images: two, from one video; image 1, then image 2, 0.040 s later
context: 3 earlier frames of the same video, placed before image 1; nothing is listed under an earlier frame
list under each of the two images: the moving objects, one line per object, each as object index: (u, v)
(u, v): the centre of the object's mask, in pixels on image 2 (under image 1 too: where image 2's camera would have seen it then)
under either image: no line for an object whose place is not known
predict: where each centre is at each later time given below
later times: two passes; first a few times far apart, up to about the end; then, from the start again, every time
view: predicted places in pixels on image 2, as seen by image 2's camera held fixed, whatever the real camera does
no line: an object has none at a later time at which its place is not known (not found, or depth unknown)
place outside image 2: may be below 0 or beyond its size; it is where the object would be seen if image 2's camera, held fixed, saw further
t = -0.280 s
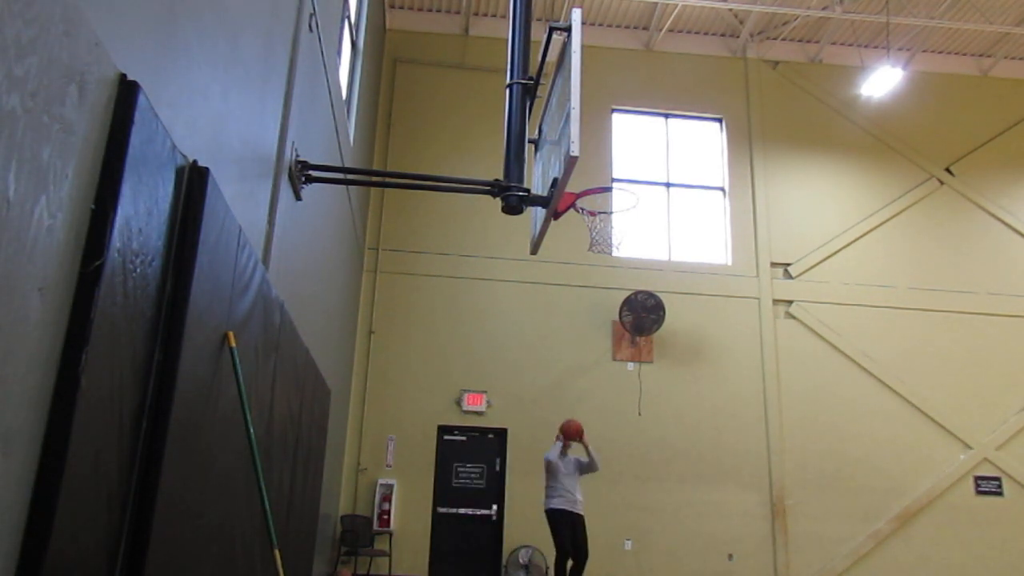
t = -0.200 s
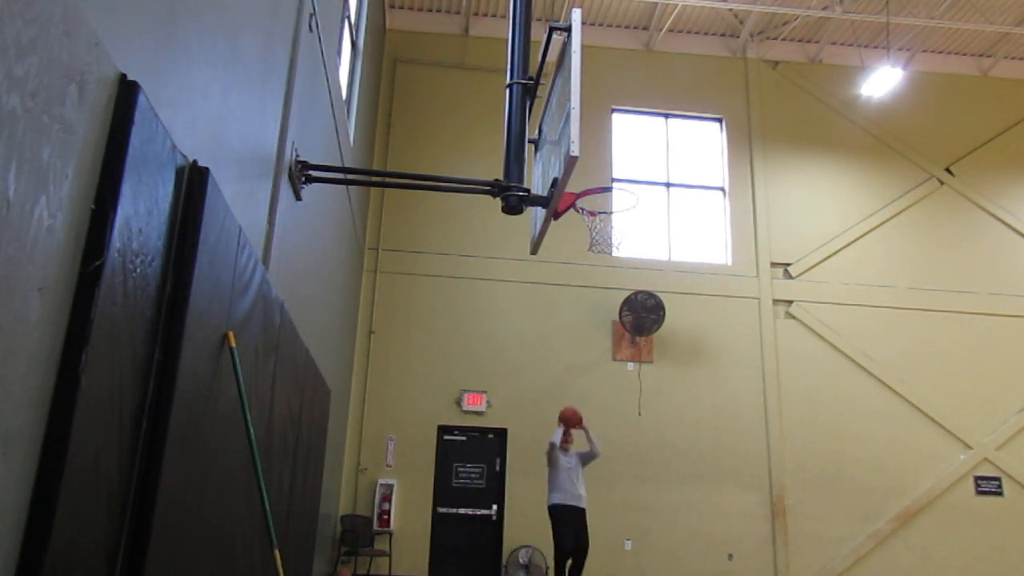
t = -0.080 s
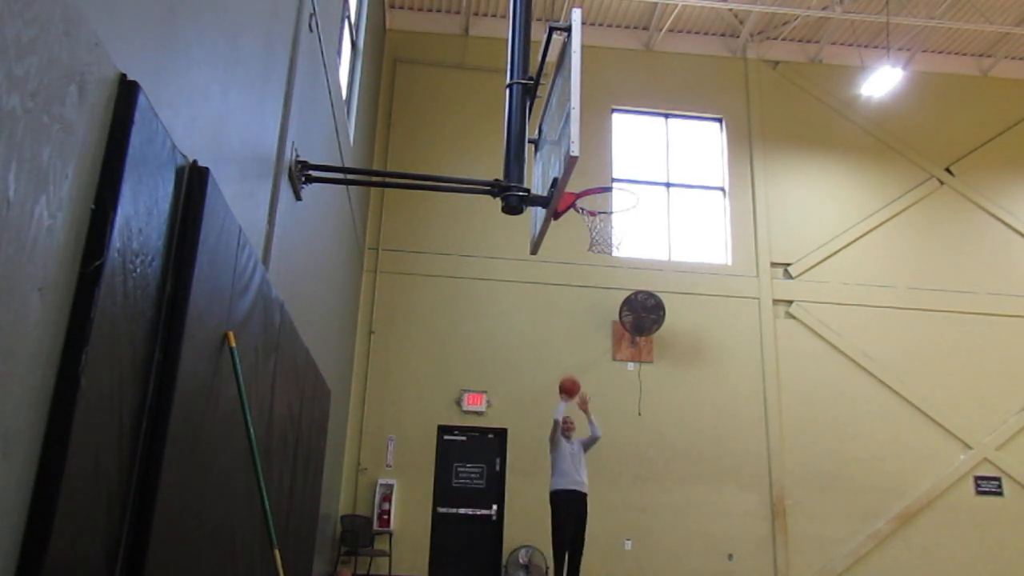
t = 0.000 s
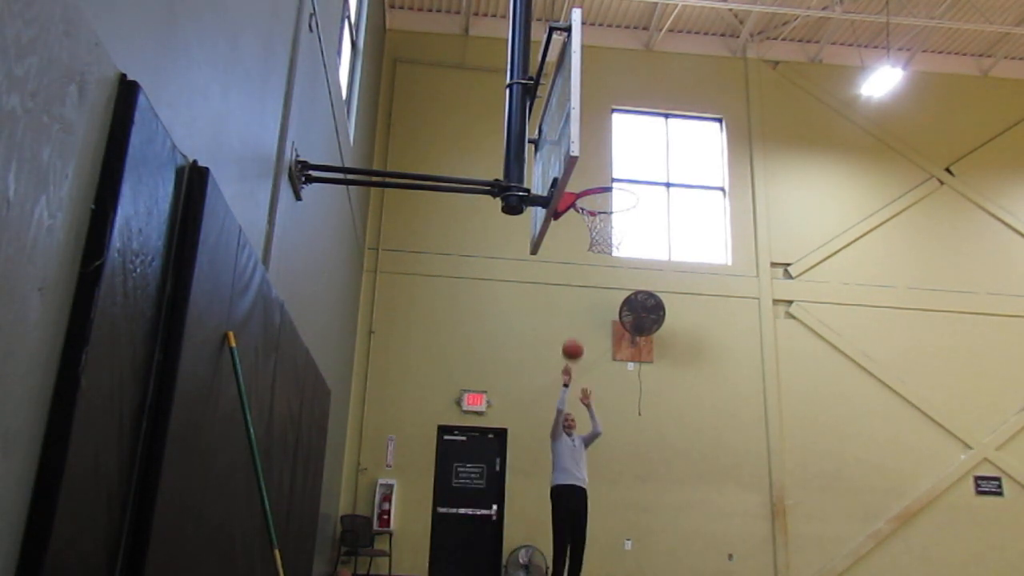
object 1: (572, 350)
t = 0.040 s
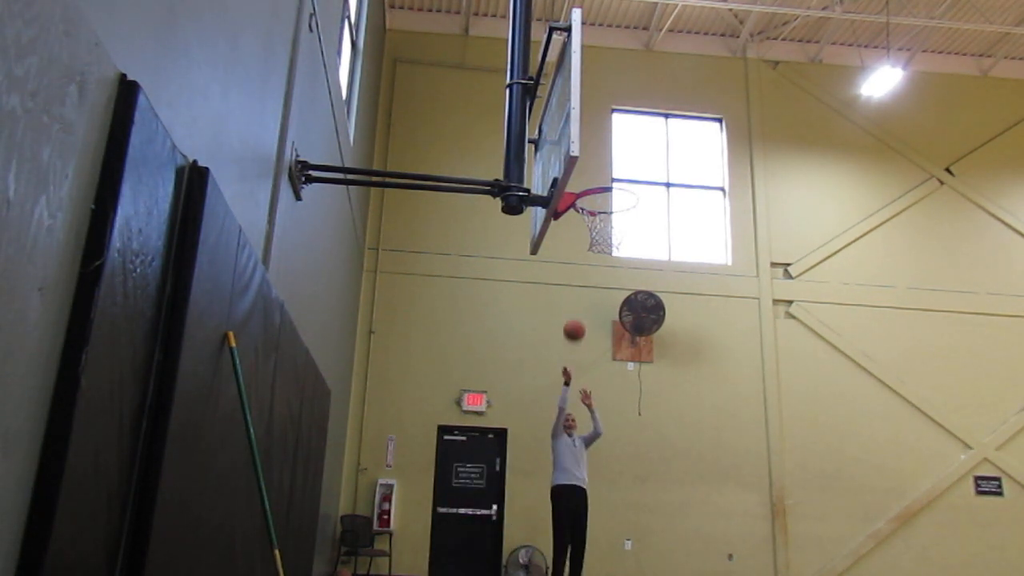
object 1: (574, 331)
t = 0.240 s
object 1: (581, 250)
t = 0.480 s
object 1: (590, 187)
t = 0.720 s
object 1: (601, 177)
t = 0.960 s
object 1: (610, 217)
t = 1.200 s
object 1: (598, 229)
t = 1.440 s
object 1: (599, 295)
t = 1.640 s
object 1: (601, 401)
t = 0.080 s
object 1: (576, 313)
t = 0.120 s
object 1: (577, 295)
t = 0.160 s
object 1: (578, 279)
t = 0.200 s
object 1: (580, 264)
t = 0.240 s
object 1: (581, 250)
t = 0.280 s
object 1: (581, 236)
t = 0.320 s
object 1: (580, 227)
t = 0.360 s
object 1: (587, 215)
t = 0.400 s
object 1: (592, 205)
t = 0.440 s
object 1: (589, 196)
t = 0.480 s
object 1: (590, 187)
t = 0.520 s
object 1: (592, 180)
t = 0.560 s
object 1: (594, 178)
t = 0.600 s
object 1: (596, 176)
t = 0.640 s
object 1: (598, 175)
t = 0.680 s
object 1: (599, 175)
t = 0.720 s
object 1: (601, 177)
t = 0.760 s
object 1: (604, 179)
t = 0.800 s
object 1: (605, 188)
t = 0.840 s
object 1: (608, 196)
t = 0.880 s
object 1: (609, 207)
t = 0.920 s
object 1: (611, 217)
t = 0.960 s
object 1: (610, 217)
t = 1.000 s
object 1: (607, 214)
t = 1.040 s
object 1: (606, 213)
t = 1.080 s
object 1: (603, 214)
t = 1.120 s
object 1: (601, 217)
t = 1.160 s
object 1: (600, 223)
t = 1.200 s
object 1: (598, 229)
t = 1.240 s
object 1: (597, 236)
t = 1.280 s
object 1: (597, 245)
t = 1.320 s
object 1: (598, 256)
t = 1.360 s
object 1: (598, 266)
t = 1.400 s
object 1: (598, 279)
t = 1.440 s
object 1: (599, 295)
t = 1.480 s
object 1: (599, 311)
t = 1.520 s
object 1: (599, 330)
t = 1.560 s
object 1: (599, 352)
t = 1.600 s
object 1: (600, 375)
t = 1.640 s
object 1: (601, 401)
